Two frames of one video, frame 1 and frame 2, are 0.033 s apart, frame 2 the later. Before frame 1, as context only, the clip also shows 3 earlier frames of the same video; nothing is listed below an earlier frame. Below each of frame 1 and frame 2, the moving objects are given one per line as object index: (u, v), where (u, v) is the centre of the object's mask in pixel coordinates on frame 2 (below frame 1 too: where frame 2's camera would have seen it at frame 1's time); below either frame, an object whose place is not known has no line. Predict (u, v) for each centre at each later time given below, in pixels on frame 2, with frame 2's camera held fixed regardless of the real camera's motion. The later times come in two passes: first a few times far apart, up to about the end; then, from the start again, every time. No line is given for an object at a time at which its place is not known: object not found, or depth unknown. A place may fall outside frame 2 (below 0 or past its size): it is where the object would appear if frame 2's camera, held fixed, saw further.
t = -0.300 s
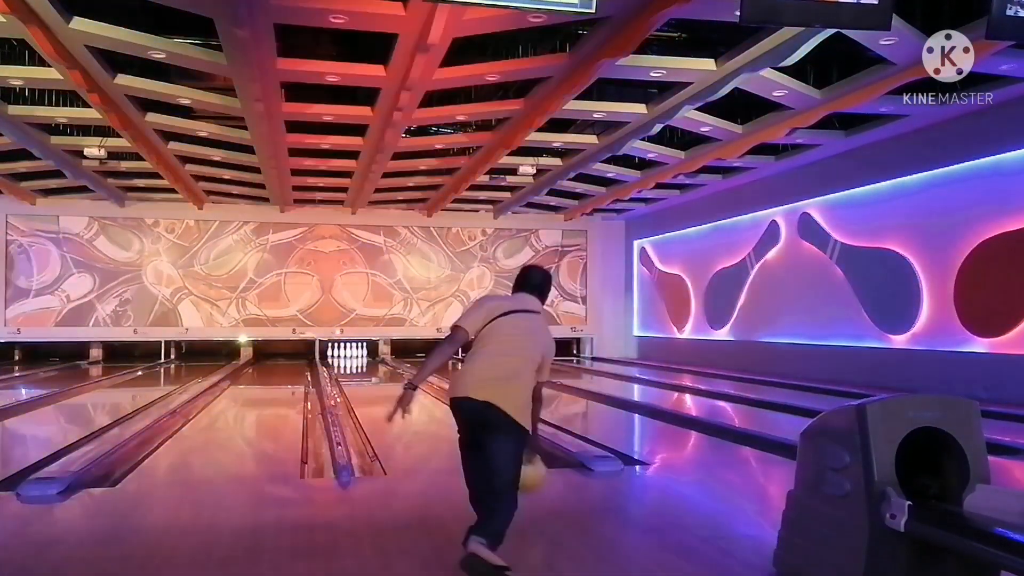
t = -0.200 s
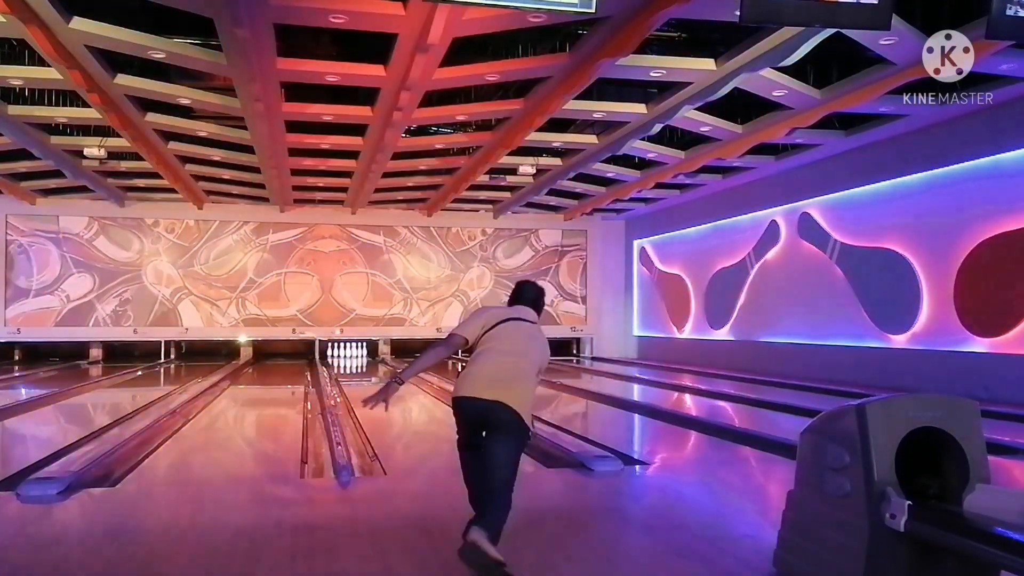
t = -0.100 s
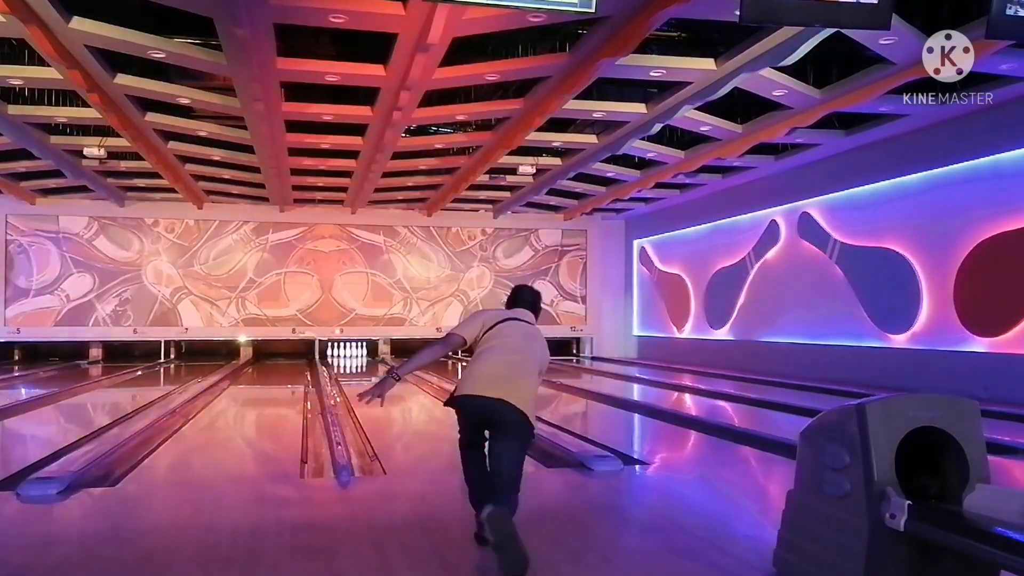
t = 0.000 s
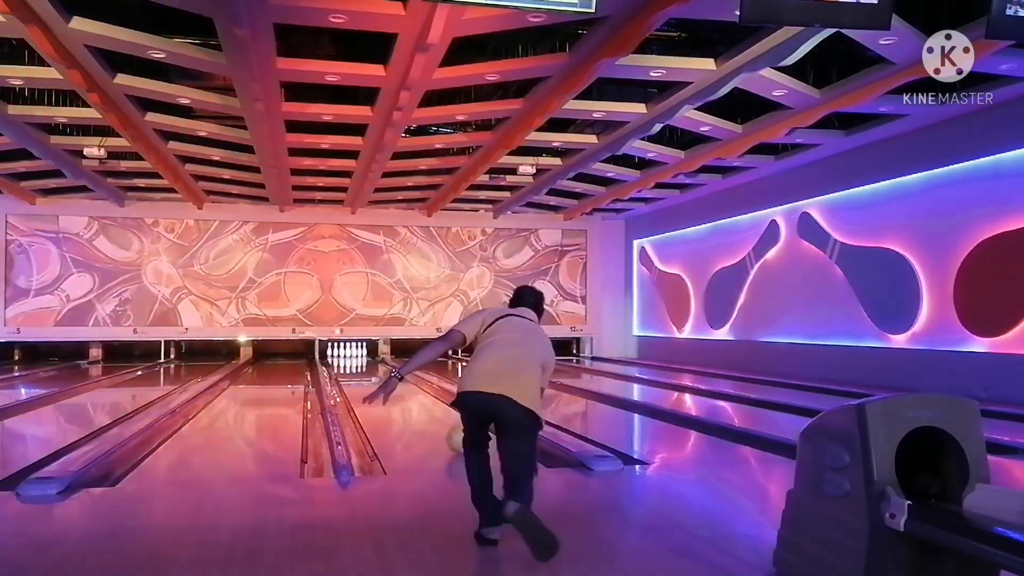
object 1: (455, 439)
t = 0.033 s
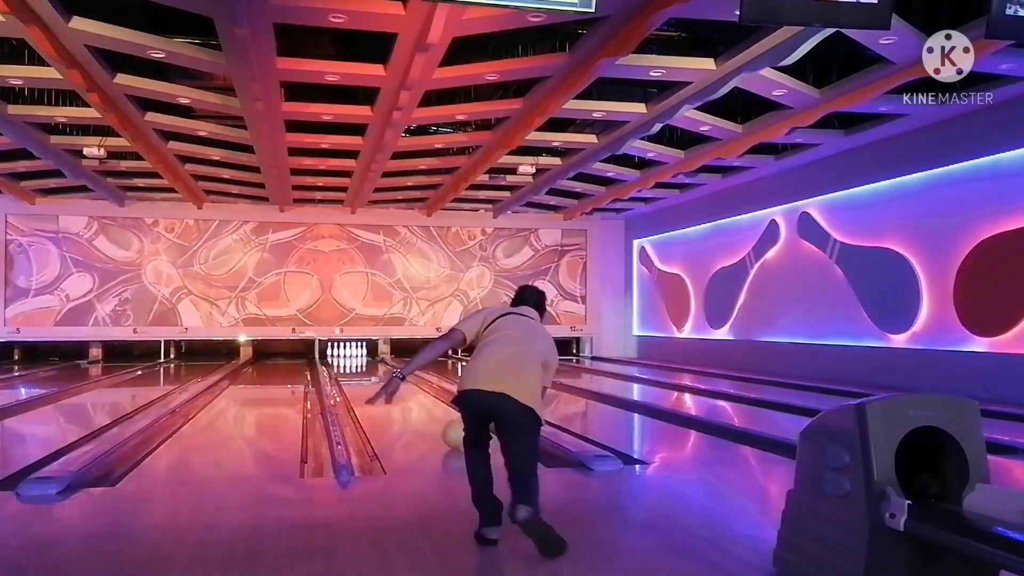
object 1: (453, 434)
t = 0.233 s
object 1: (434, 418)
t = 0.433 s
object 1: (417, 404)
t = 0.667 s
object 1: (404, 391)
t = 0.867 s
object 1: (394, 383)
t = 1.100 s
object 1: (386, 376)
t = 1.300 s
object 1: (379, 371)
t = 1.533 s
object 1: (374, 367)
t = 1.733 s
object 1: (370, 364)
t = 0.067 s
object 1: (452, 431)
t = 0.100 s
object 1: (449, 428)
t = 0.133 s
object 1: (443, 424)
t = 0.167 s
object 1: (440, 421)
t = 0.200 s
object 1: (437, 418)
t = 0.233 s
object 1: (434, 418)
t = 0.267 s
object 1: (430, 413)
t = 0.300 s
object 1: (427, 411)
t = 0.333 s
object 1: (425, 408)
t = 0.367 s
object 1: (422, 407)
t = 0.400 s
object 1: (419, 405)
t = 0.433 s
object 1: (417, 404)
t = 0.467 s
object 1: (415, 401)
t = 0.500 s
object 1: (413, 399)
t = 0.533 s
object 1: (411, 398)
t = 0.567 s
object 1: (409, 396)
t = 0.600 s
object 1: (407, 394)
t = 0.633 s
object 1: (405, 393)
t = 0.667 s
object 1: (404, 391)
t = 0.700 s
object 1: (401, 389)
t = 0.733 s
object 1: (399, 388)
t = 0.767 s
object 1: (398, 387)
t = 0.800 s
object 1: (397, 385)
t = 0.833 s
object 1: (395, 384)
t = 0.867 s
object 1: (394, 383)
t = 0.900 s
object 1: (392, 382)
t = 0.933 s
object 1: (391, 381)
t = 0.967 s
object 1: (390, 380)
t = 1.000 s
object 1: (389, 379)
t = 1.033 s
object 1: (388, 378)
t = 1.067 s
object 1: (387, 377)
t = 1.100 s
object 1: (386, 376)
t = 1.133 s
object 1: (385, 376)
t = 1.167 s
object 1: (383, 375)
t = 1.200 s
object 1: (382, 374)
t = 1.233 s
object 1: (381, 373)
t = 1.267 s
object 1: (380, 373)
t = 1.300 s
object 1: (379, 371)
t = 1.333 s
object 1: (378, 371)
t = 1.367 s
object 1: (378, 370)
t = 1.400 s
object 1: (377, 370)
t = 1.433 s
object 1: (376, 369)
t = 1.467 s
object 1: (375, 369)
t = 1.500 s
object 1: (374, 368)
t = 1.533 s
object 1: (374, 367)
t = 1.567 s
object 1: (373, 367)
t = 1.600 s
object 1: (372, 366)
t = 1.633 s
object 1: (372, 366)
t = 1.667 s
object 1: (371, 365)
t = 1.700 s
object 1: (370, 365)
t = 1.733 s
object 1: (370, 364)
